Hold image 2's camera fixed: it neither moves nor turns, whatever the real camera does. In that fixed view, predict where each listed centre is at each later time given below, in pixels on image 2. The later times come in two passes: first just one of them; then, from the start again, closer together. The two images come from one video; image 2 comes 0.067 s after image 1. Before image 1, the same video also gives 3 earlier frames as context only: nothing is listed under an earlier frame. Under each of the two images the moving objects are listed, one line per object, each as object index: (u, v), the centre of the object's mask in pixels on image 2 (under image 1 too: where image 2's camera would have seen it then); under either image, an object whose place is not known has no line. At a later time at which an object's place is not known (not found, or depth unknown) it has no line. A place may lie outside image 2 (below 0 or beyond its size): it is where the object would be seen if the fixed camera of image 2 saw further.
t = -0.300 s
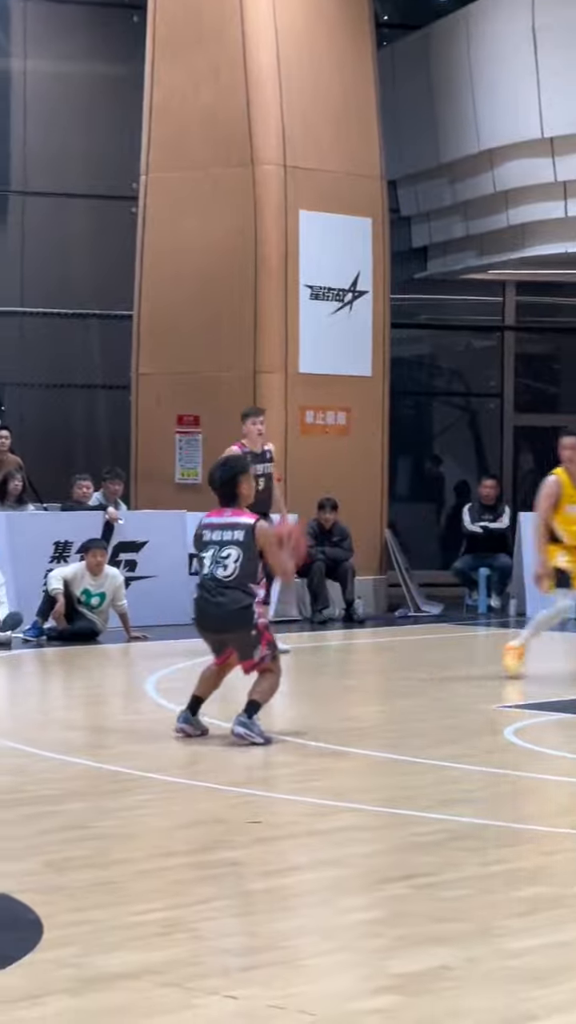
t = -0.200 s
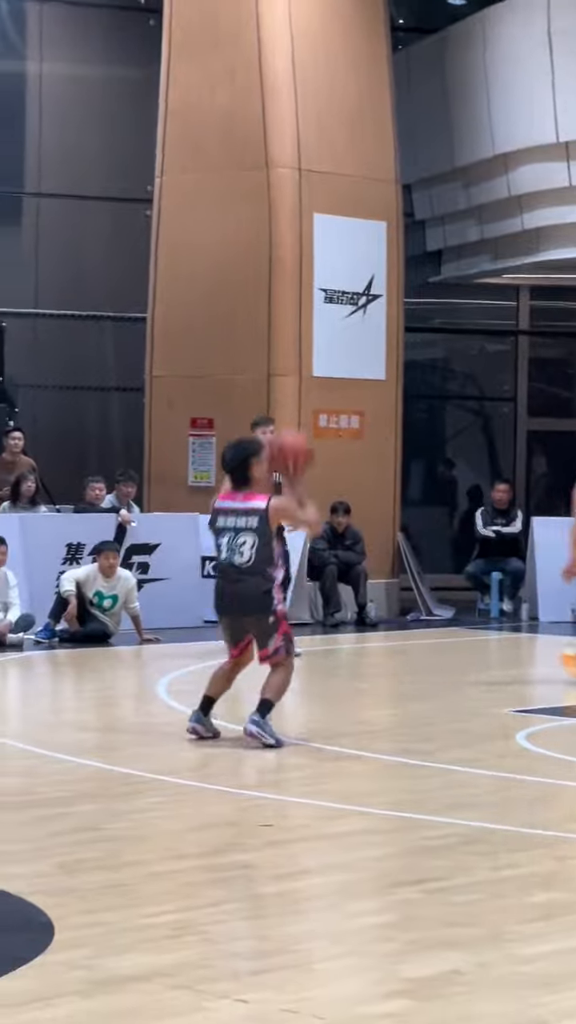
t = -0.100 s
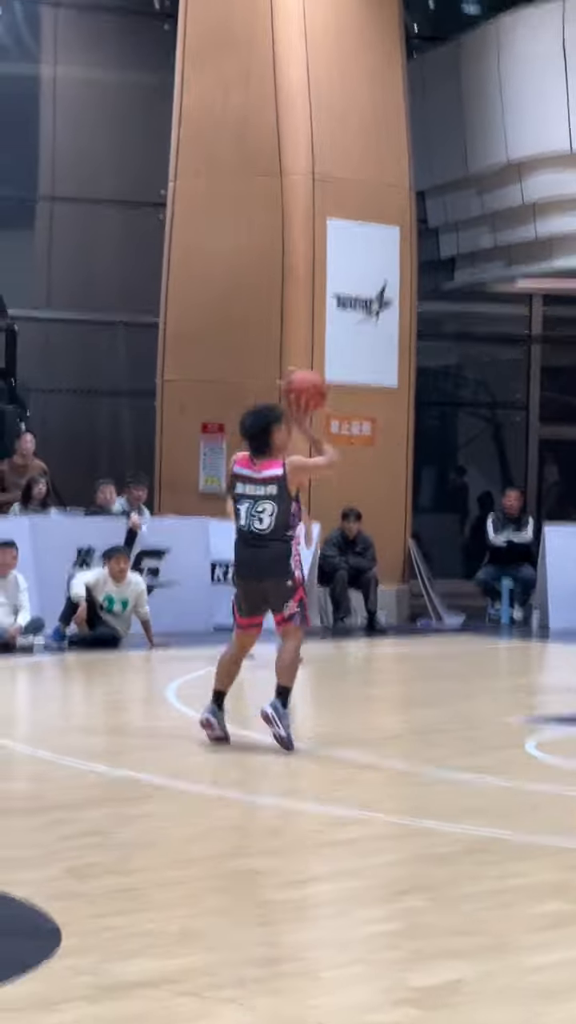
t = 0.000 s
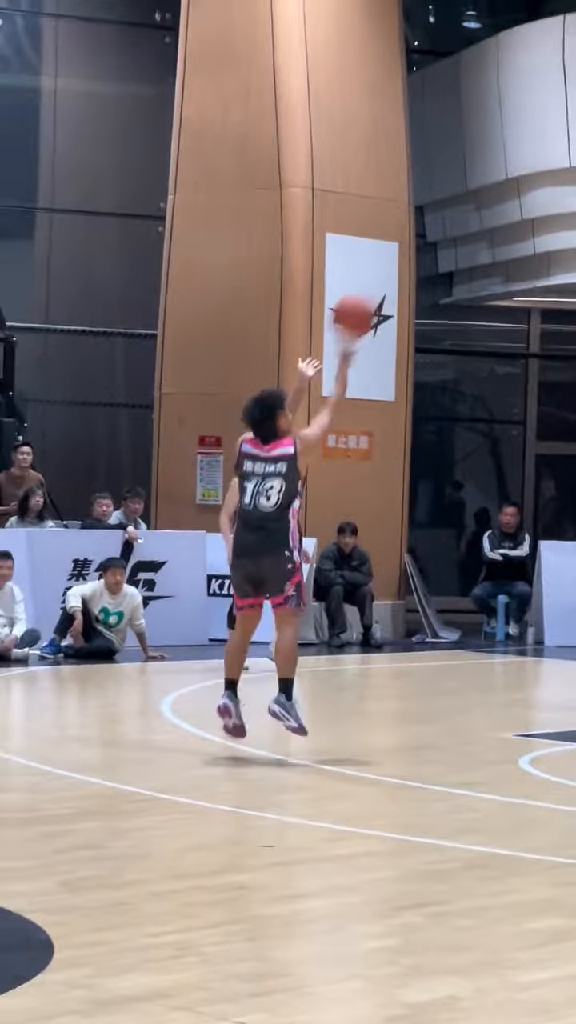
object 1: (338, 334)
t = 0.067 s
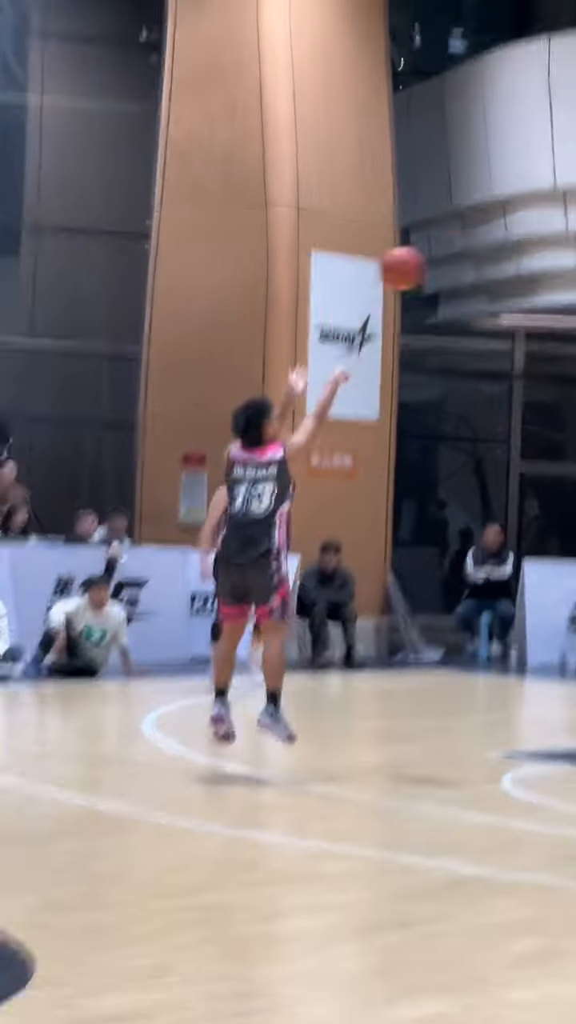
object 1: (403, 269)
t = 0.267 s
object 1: (582, 117)
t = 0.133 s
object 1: (464, 209)
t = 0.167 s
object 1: (496, 185)
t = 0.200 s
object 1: (524, 158)
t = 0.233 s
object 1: (554, 136)
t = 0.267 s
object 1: (582, 117)
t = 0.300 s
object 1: (611, 98)
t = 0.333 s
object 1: (638, 81)
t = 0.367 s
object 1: (666, 67)
